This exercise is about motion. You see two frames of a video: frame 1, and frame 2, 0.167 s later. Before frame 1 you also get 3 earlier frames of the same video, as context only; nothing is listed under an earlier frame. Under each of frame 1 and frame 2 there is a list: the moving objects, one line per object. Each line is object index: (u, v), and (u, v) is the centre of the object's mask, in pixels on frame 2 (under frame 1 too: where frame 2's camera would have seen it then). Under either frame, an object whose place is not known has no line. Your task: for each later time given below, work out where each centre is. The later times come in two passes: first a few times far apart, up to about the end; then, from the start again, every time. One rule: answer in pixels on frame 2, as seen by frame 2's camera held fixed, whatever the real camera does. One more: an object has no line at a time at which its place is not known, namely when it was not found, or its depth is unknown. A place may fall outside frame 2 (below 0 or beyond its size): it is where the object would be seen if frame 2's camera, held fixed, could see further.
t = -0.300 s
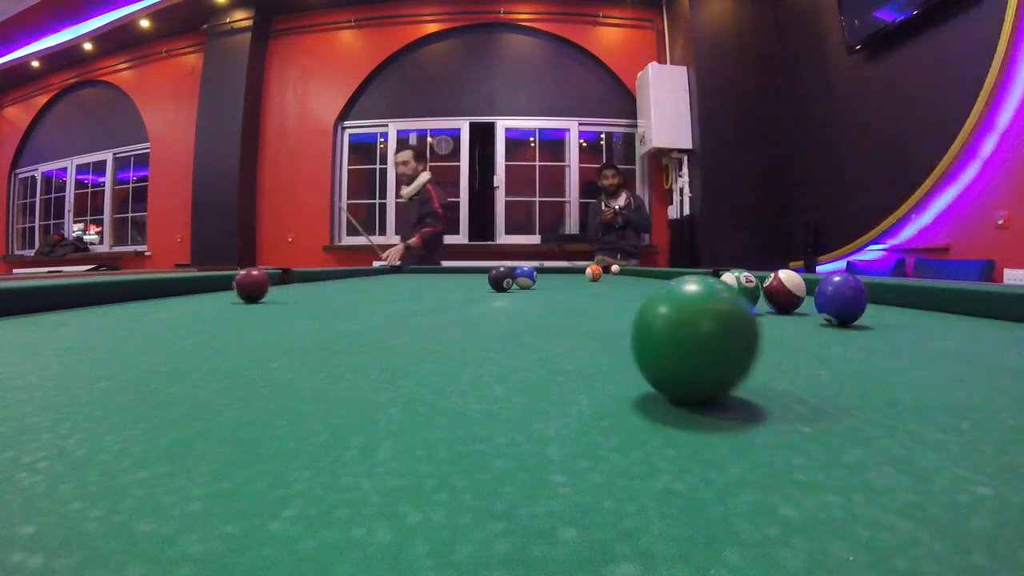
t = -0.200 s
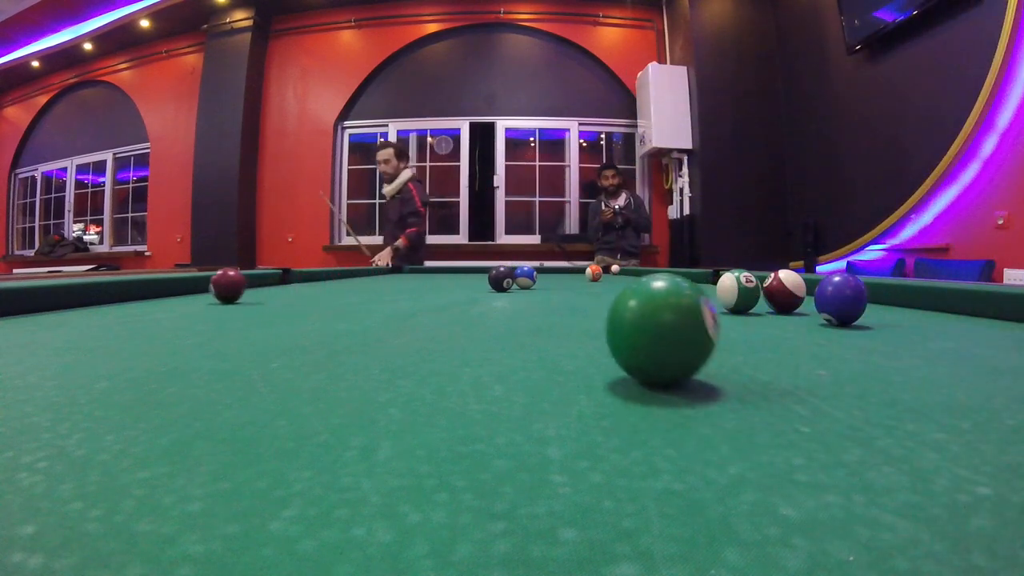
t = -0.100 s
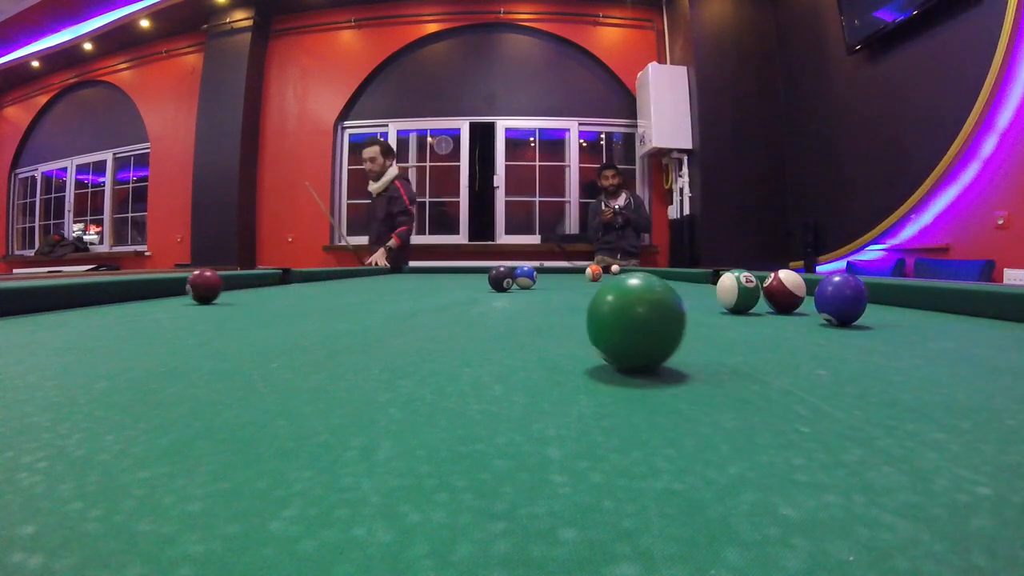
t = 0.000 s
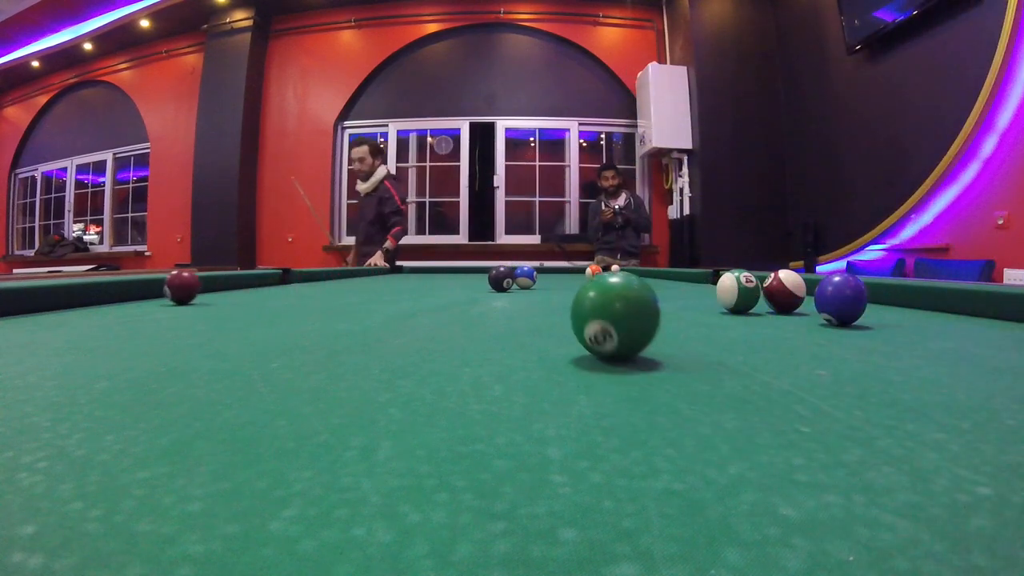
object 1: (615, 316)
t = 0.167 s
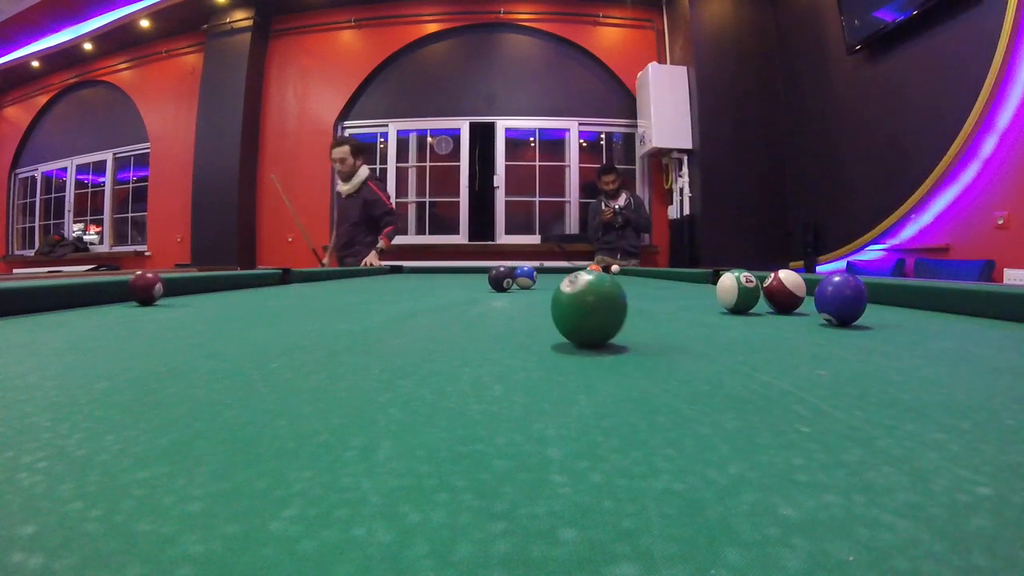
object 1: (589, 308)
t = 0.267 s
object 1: (577, 304)
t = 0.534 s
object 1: (553, 297)
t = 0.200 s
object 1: (585, 307)
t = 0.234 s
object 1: (581, 306)
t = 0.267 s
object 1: (577, 304)
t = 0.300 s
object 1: (574, 303)
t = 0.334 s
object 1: (570, 302)
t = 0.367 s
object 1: (567, 302)
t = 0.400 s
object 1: (564, 300)
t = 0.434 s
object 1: (561, 300)
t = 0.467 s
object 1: (558, 299)
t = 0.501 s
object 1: (556, 298)
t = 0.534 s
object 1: (553, 297)
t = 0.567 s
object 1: (551, 297)
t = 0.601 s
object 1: (549, 296)
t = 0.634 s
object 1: (546, 295)
